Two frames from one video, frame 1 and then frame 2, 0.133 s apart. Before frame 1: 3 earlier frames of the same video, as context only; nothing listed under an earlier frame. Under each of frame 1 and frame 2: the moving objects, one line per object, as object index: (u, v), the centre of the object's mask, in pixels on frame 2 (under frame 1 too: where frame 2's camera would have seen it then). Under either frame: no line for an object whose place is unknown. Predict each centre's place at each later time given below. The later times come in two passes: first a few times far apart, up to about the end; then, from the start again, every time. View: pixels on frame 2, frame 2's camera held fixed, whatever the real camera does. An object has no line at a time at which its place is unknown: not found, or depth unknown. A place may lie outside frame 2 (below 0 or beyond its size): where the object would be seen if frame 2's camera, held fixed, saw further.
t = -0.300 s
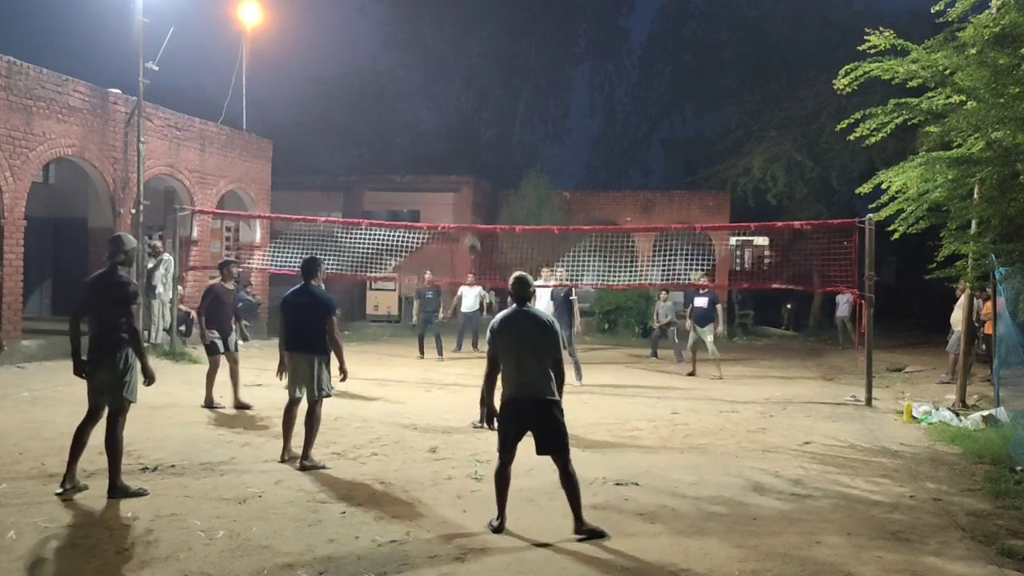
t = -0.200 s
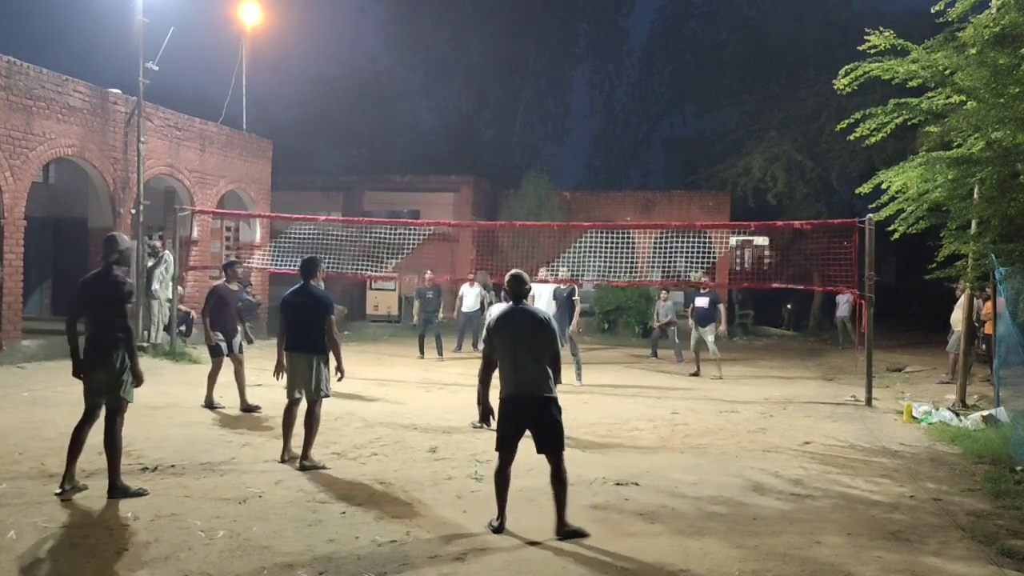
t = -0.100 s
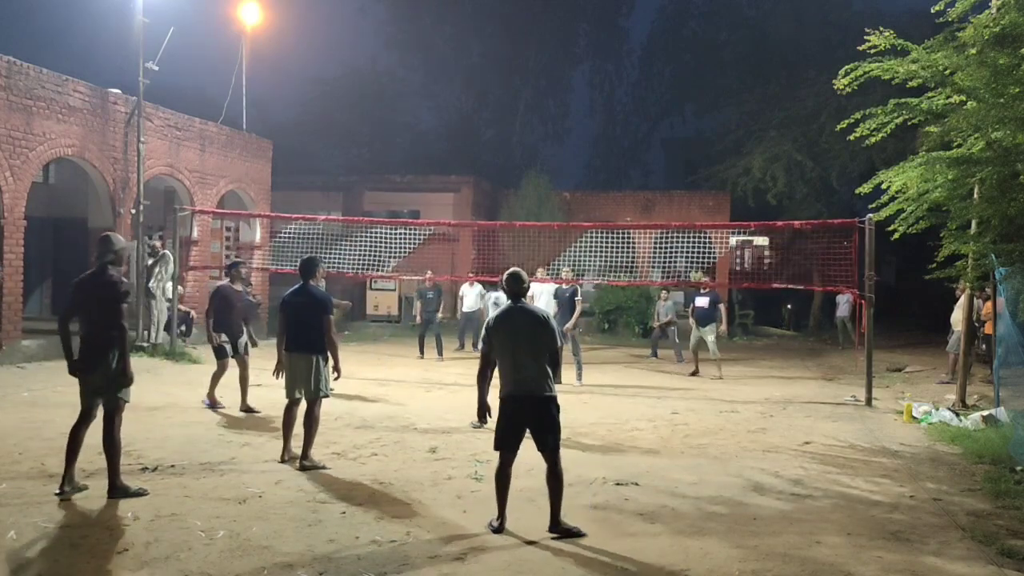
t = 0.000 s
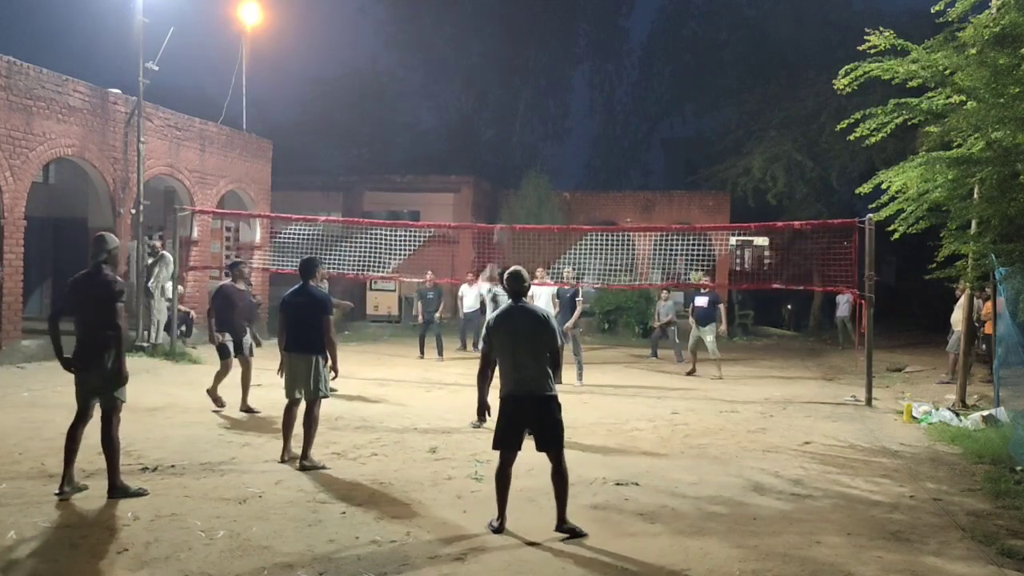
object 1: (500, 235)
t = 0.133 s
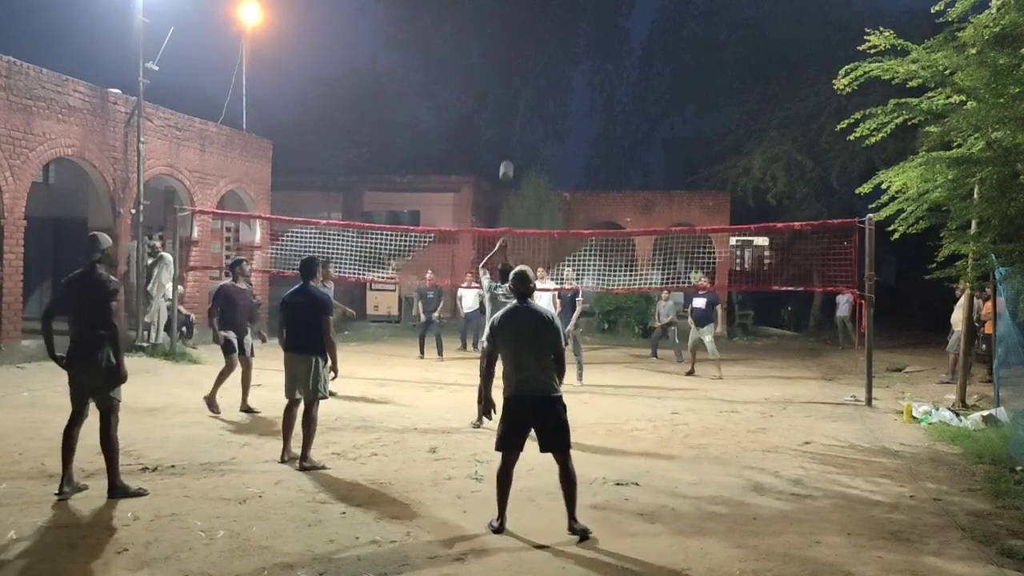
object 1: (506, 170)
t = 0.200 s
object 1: (509, 146)
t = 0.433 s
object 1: (517, 100)
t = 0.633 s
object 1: (521, 93)
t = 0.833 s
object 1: (525, 108)
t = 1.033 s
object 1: (527, 142)
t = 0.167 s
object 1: (508, 157)
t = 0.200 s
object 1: (509, 146)
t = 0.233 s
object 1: (510, 137)
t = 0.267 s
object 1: (512, 128)
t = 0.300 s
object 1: (513, 120)
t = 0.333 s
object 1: (514, 113)
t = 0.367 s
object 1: (515, 108)
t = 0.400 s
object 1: (516, 103)
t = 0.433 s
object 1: (517, 100)
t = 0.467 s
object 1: (517, 96)
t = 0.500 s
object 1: (518, 95)
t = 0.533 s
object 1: (519, 93)
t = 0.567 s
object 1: (520, 93)
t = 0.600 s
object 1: (520, 93)
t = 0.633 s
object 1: (521, 93)
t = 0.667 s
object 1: (522, 94)
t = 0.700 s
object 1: (523, 96)
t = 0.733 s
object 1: (523, 98)
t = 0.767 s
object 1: (524, 101)
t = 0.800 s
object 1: (524, 104)
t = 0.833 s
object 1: (525, 108)
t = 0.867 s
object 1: (525, 113)
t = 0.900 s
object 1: (525, 118)
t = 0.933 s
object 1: (526, 123)
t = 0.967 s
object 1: (526, 128)
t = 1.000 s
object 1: (527, 135)
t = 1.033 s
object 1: (527, 142)
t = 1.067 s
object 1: (527, 148)
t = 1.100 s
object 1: (528, 156)
